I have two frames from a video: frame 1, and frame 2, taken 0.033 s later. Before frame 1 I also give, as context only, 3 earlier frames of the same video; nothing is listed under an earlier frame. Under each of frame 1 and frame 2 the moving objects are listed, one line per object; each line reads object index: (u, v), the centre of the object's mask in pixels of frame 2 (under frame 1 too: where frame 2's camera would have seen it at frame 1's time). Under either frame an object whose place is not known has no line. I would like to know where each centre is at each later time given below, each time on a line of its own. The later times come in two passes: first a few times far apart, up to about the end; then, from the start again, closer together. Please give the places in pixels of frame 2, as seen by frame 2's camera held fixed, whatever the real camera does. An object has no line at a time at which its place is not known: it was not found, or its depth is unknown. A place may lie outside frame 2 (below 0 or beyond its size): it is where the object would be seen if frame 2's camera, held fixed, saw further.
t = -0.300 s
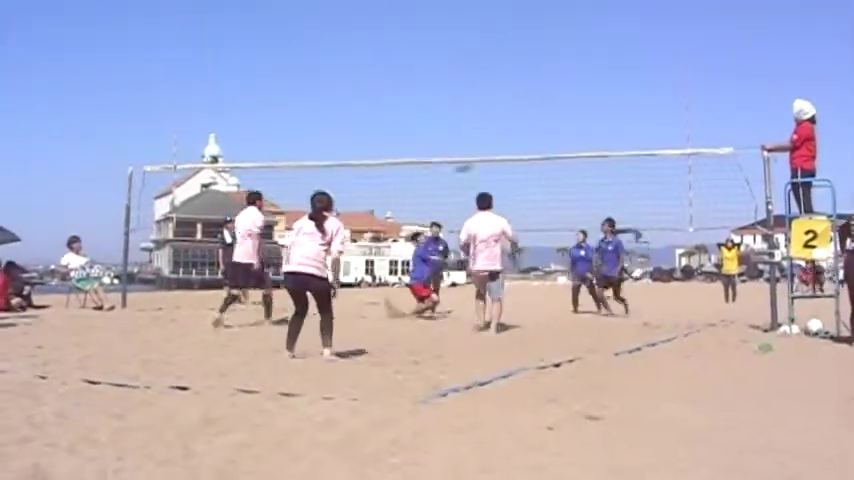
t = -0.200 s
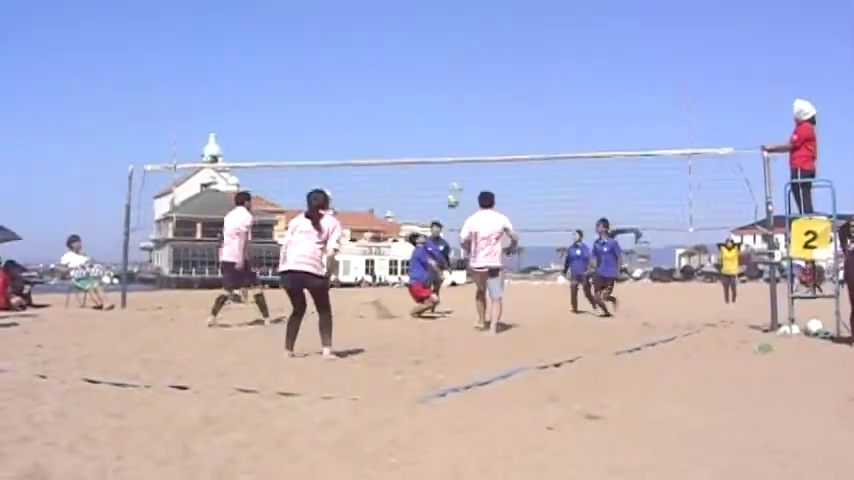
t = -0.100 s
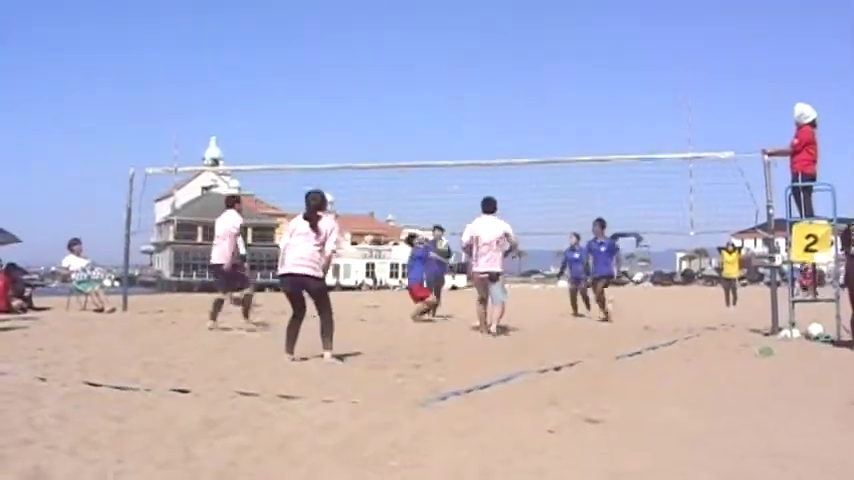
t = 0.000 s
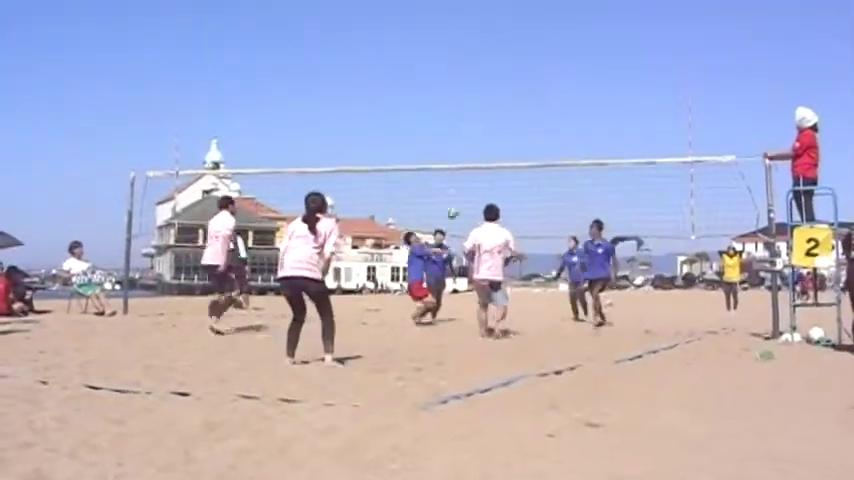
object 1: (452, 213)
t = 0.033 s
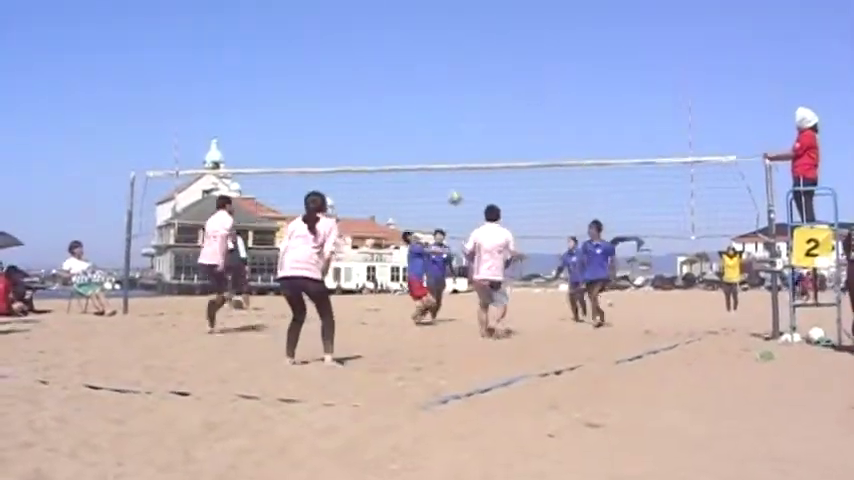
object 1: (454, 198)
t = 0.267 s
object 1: (479, 113)
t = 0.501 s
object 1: (503, 65)
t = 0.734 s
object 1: (528, 52)
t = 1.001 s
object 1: (558, 83)
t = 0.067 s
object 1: (458, 183)
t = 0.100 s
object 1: (462, 173)
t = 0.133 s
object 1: (465, 157)
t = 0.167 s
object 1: (469, 146)
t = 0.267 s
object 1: (479, 113)
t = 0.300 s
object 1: (482, 103)
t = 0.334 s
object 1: (485, 96)
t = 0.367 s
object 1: (490, 88)
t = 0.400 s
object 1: (493, 81)
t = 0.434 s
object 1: (497, 74)
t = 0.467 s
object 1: (500, 69)
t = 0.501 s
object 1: (503, 65)
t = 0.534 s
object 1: (507, 61)
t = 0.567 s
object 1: (510, 57)
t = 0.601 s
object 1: (513, 55)
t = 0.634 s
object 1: (517, 52)
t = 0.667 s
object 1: (521, 51)
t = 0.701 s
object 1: (524, 52)
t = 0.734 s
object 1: (528, 52)
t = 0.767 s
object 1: (532, 53)
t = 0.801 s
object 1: (535, 54)
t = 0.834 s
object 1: (539, 57)
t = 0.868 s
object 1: (542, 61)
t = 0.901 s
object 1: (545, 66)
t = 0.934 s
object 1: (549, 70)
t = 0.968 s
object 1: (552, 77)
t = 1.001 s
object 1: (558, 83)
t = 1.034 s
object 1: (562, 91)
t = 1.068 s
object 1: (564, 98)
